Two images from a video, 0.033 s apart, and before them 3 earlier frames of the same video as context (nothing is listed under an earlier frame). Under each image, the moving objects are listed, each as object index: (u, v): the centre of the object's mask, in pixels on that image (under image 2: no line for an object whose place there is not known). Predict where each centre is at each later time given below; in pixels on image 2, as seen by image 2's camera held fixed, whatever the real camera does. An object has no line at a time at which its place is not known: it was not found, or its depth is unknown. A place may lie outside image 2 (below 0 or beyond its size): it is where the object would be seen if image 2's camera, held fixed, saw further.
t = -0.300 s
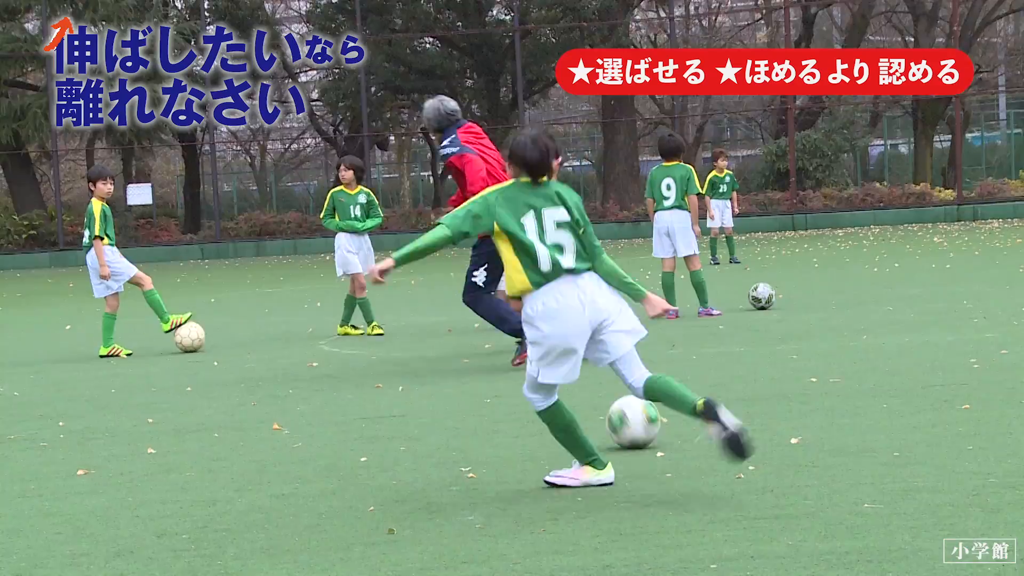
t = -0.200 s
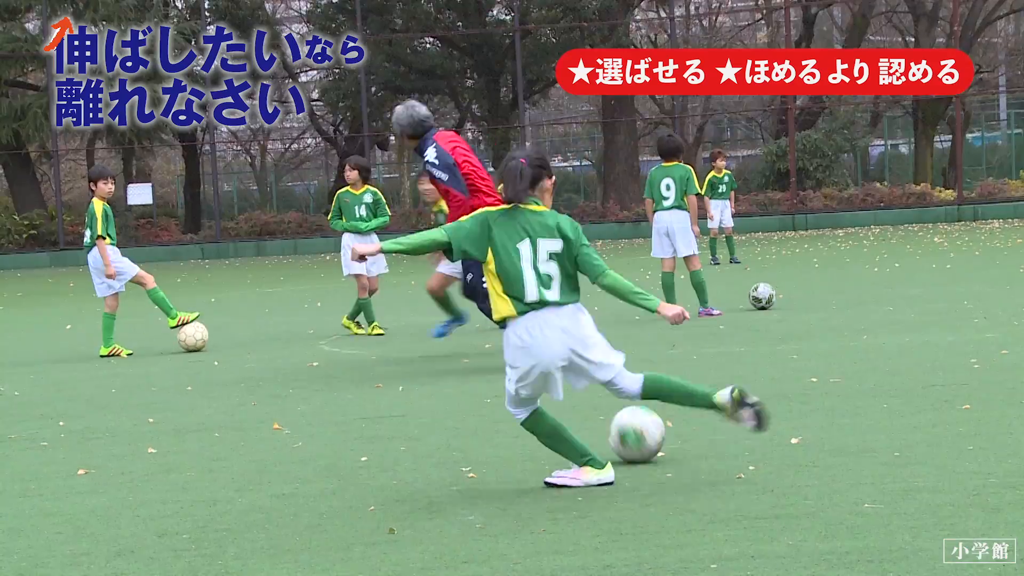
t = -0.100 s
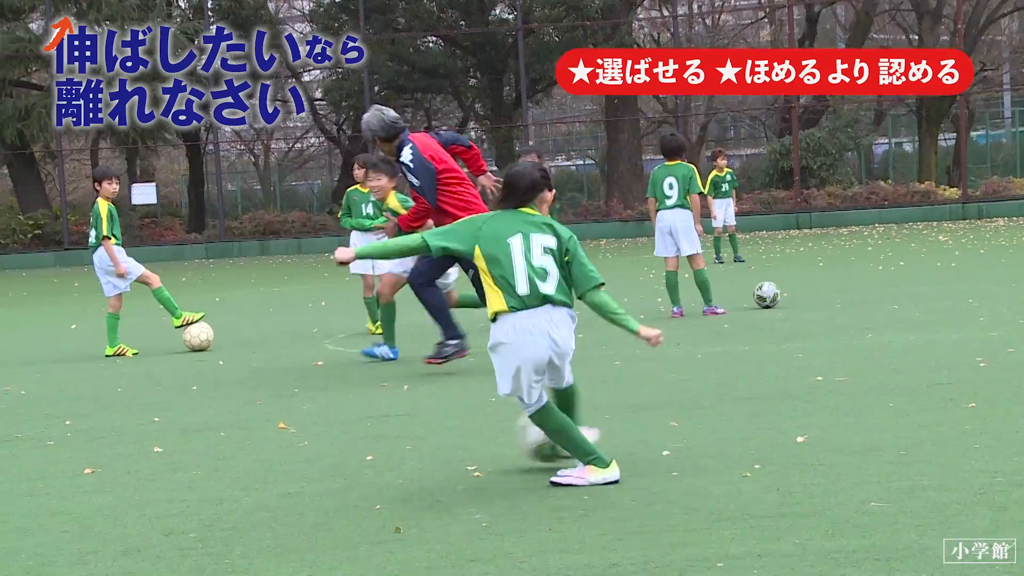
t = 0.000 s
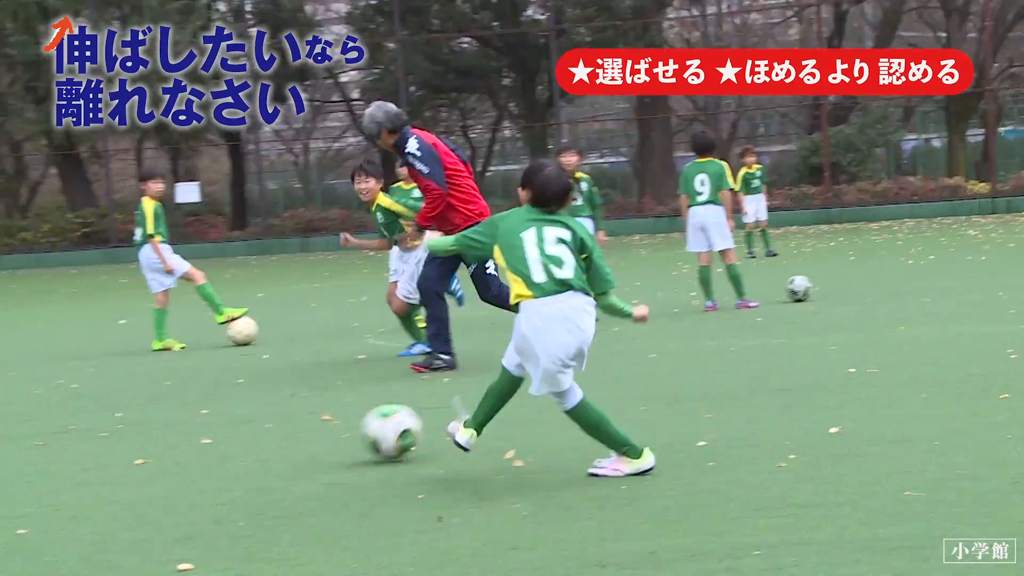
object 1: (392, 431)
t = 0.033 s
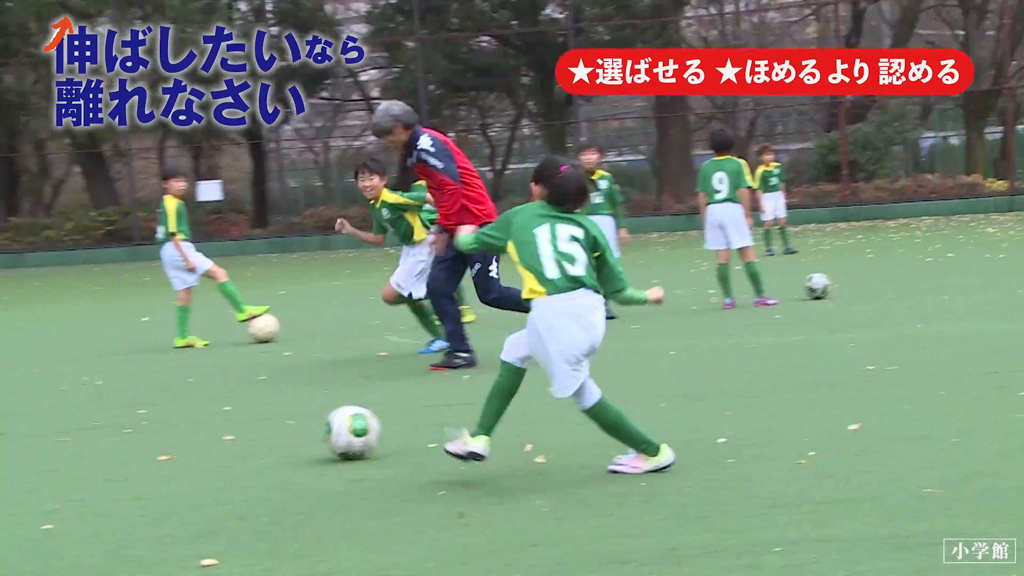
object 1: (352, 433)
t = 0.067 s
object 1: (295, 430)
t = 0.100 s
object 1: (238, 430)
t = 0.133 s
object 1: (182, 434)
